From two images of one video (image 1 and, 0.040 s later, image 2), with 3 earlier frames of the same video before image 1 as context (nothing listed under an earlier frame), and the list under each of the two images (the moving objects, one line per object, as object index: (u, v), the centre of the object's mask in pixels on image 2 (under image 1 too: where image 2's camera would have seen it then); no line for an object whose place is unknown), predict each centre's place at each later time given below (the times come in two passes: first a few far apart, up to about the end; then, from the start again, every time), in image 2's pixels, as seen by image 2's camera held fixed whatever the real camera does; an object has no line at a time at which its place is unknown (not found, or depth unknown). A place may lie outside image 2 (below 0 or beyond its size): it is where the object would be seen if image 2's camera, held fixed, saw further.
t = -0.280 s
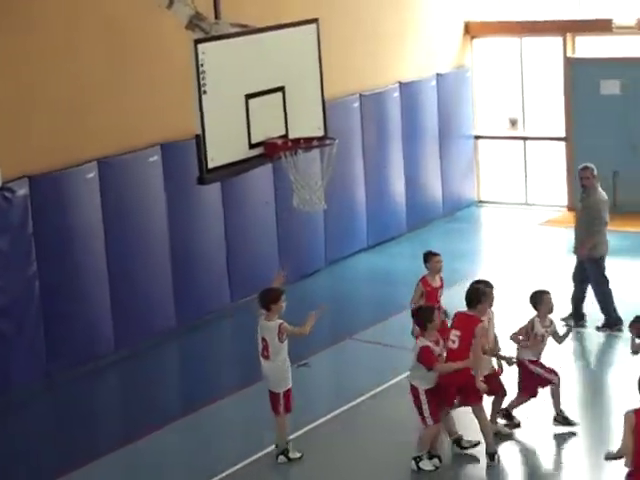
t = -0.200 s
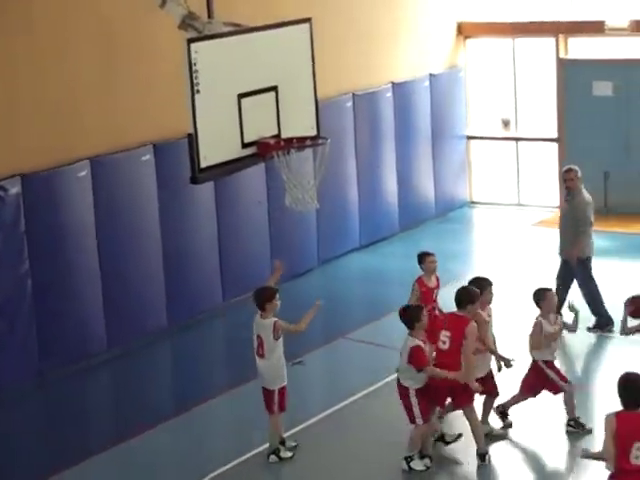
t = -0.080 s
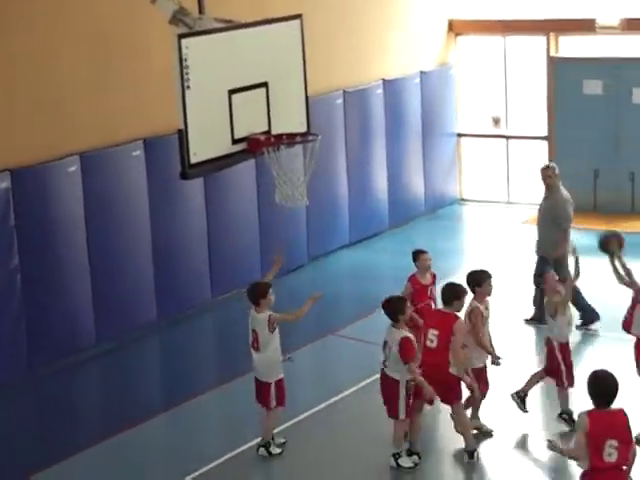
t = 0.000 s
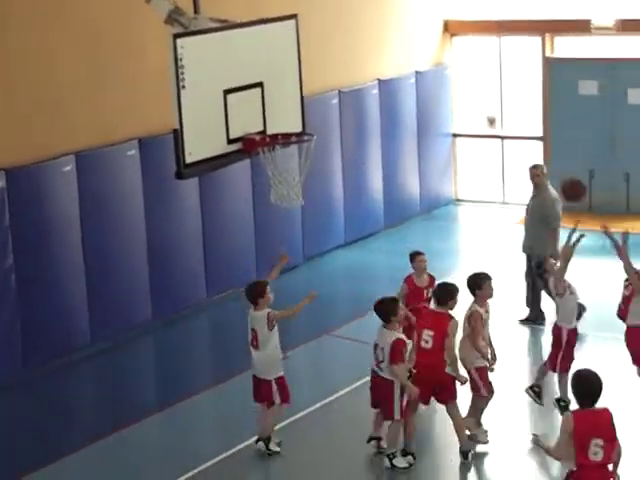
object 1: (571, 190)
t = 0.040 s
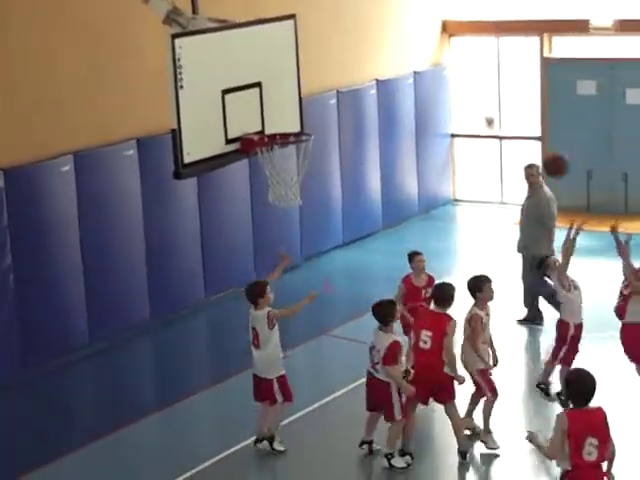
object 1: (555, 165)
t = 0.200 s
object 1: (490, 88)
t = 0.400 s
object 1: (409, 35)
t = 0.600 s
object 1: (333, 32)
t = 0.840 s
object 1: (245, 93)
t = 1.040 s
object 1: (279, 114)
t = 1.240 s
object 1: (326, 110)
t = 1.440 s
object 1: (376, 157)
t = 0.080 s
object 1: (539, 144)
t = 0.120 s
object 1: (523, 123)
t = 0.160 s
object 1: (506, 105)
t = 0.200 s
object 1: (490, 88)
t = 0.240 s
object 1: (474, 74)
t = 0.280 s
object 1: (457, 62)
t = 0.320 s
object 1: (441, 51)
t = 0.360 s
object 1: (425, 42)
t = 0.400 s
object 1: (409, 35)
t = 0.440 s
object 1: (394, 31)
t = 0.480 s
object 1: (378, 28)
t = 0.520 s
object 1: (363, 27)
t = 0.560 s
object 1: (348, 29)
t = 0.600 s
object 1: (333, 32)
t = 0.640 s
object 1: (318, 37)
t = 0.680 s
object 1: (303, 44)
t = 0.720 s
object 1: (288, 53)
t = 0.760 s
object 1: (273, 65)
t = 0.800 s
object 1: (259, 78)
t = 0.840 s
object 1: (245, 93)
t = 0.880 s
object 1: (249, 103)
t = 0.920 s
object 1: (255, 116)
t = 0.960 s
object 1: (261, 129)
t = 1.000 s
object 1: (270, 121)
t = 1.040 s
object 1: (279, 114)
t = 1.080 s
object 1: (288, 109)
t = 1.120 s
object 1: (297, 107)
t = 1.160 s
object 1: (306, 106)
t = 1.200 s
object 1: (316, 107)
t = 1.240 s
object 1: (326, 110)
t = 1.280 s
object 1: (336, 116)
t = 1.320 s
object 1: (345, 123)
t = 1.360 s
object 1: (356, 132)
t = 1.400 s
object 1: (366, 144)
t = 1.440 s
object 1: (376, 157)
